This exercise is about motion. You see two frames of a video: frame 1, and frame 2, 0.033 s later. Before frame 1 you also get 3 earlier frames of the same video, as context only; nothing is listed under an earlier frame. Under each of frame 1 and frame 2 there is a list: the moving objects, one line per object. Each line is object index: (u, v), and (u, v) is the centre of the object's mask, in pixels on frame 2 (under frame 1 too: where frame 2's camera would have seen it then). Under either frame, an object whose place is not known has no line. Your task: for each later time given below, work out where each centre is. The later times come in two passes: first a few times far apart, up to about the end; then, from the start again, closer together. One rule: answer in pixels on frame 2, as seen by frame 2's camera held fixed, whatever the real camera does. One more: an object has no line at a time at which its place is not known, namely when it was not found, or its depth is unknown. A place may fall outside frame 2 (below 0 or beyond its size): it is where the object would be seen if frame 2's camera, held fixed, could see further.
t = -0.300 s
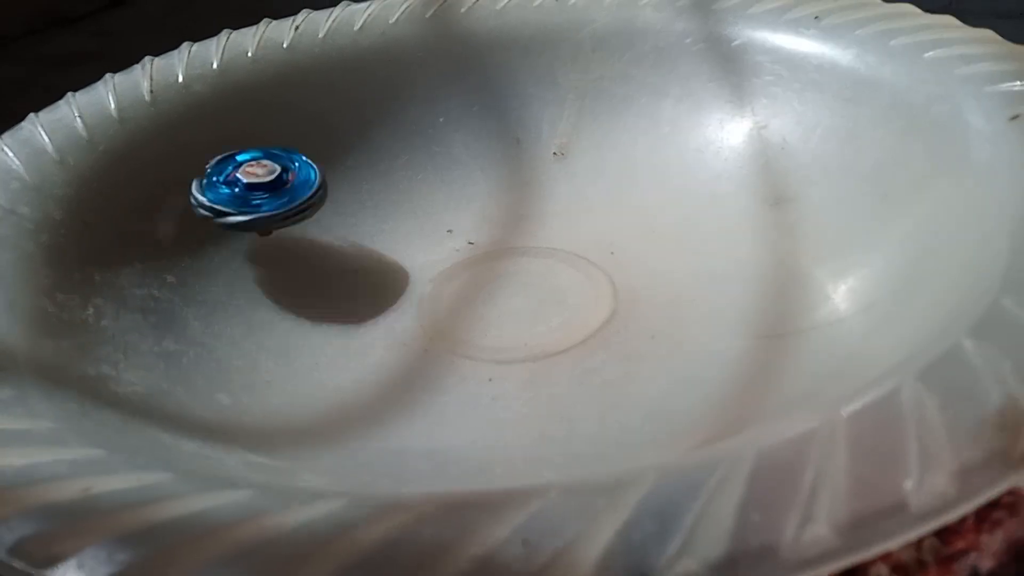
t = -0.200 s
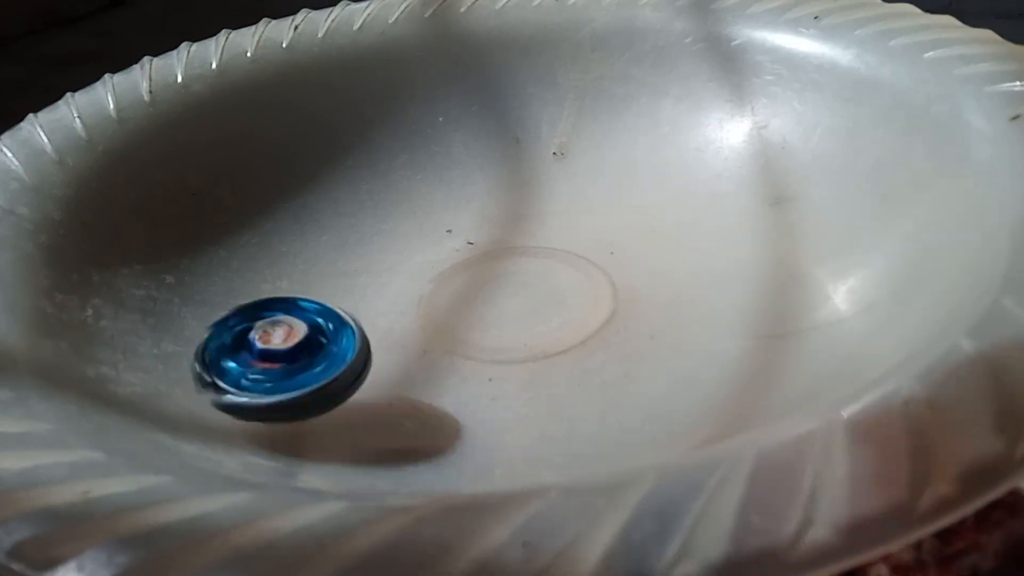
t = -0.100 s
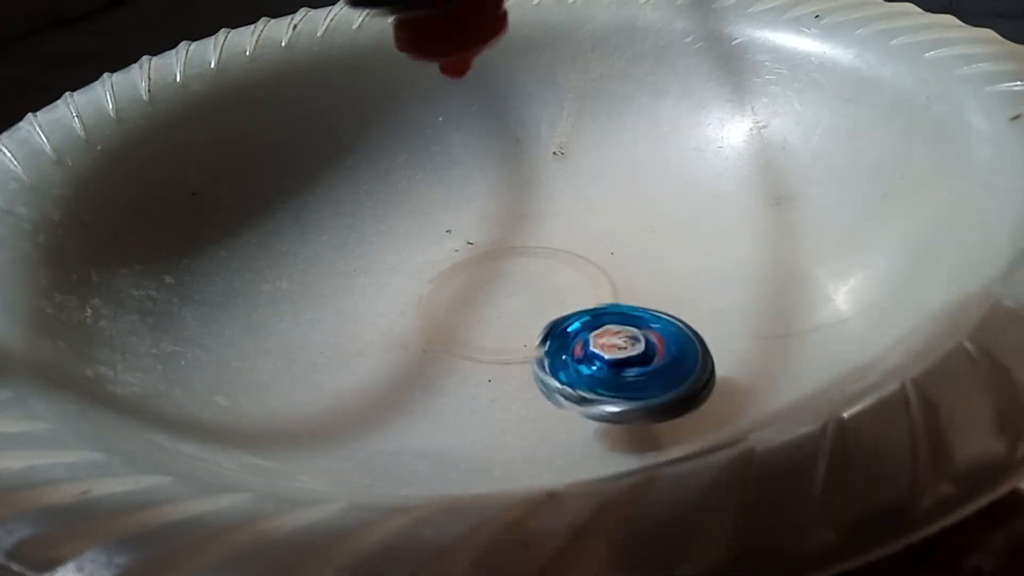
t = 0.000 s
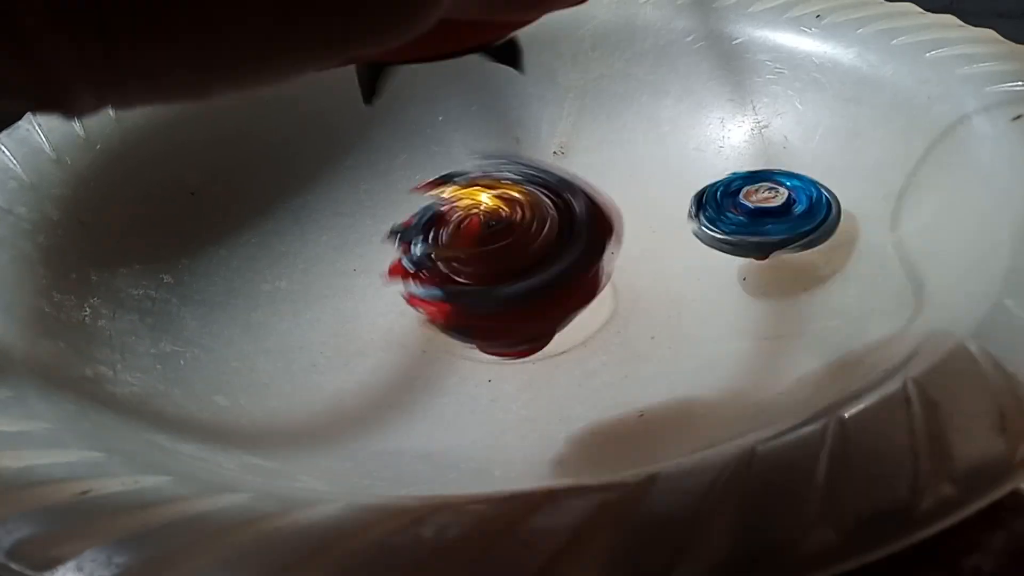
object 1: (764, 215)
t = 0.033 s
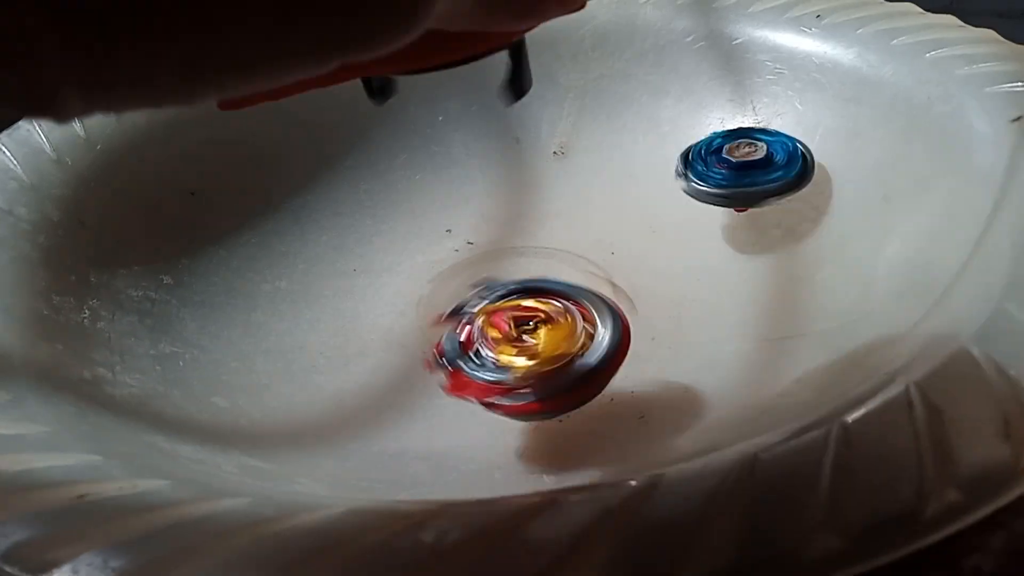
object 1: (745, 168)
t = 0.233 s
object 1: (362, 135)
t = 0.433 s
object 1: (466, 392)
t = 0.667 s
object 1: (717, 110)
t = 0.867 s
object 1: (316, 198)
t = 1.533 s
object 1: (354, 254)
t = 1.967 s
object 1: (625, 216)
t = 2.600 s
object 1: (688, 156)
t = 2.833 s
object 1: (333, 230)
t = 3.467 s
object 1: (368, 263)
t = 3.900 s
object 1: (607, 177)
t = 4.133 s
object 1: (327, 281)
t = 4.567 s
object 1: (575, 194)
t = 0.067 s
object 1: (701, 129)
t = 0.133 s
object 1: (585, 94)
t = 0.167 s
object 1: (511, 96)
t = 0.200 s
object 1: (433, 110)
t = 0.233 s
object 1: (362, 135)
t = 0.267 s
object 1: (303, 174)
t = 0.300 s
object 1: (263, 225)
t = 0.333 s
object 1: (254, 283)
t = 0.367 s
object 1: (288, 336)
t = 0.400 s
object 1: (363, 377)
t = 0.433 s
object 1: (466, 392)
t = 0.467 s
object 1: (576, 380)
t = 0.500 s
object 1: (681, 346)
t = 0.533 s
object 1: (763, 293)
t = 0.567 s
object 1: (800, 238)
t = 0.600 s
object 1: (799, 186)
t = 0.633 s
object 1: (768, 141)
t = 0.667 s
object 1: (717, 110)
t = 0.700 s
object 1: (652, 94)
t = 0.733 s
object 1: (580, 92)
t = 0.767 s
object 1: (503, 102)
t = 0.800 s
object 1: (432, 122)
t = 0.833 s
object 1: (366, 155)
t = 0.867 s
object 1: (316, 198)
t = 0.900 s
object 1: (288, 248)
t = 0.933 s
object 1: (288, 302)
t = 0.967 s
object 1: (323, 352)
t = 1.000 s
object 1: (404, 390)
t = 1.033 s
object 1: (515, 403)
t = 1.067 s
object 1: (554, 401)
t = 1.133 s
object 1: (374, 377)
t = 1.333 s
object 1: (371, 331)
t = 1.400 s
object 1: (403, 314)
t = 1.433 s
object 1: (400, 300)
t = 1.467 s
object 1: (393, 280)
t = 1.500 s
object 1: (373, 264)
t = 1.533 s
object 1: (354, 254)
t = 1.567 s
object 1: (333, 255)
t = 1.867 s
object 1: (611, 274)
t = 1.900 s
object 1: (614, 252)
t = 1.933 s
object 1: (617, 235)
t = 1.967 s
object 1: (625, 216)
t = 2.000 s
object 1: (624, 195)
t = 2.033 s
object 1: (603, 174)
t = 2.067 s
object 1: (565, 155)
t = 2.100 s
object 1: (513, 145)
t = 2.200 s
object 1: (328, 181)
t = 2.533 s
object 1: (726, 228)
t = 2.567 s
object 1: (718, 188)
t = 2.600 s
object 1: (688, 156)
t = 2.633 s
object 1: (642, 134)
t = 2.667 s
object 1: (587, 123)
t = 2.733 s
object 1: (463, 137)
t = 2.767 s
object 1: (406, 160)
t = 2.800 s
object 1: (362, 192)
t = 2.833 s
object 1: (333, 230)
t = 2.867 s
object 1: (327, 272)
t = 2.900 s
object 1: (347, 309)
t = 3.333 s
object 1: (509, 156)
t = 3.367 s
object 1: (456, 176)
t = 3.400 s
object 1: (415, 203)
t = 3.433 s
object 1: (385, 233)
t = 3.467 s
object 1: (368, 263)
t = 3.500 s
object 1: (360, 296)
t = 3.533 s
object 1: (363, 328)
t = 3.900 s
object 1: (607, 177)
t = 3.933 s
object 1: (553, 180)
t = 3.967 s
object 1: (502, 190)
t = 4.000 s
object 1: (460, 203)
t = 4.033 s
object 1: (425, 219)
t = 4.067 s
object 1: (393, 236)
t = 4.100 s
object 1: (359, 254)
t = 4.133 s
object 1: (327, 281)
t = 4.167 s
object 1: (307, 315)
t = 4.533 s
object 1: (614, 202)
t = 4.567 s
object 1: (575, 194)
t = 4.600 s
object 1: (539, 191)
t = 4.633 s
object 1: (501, 189)
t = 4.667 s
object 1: (460, 191)
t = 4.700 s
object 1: (416, 196)
